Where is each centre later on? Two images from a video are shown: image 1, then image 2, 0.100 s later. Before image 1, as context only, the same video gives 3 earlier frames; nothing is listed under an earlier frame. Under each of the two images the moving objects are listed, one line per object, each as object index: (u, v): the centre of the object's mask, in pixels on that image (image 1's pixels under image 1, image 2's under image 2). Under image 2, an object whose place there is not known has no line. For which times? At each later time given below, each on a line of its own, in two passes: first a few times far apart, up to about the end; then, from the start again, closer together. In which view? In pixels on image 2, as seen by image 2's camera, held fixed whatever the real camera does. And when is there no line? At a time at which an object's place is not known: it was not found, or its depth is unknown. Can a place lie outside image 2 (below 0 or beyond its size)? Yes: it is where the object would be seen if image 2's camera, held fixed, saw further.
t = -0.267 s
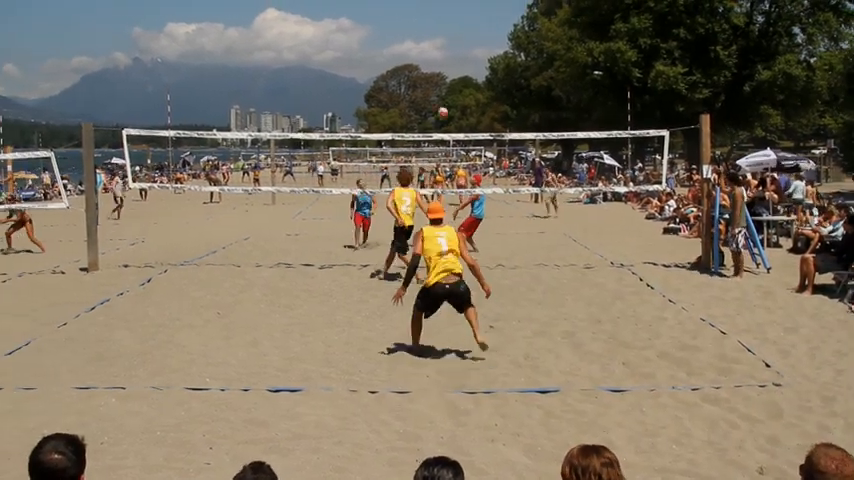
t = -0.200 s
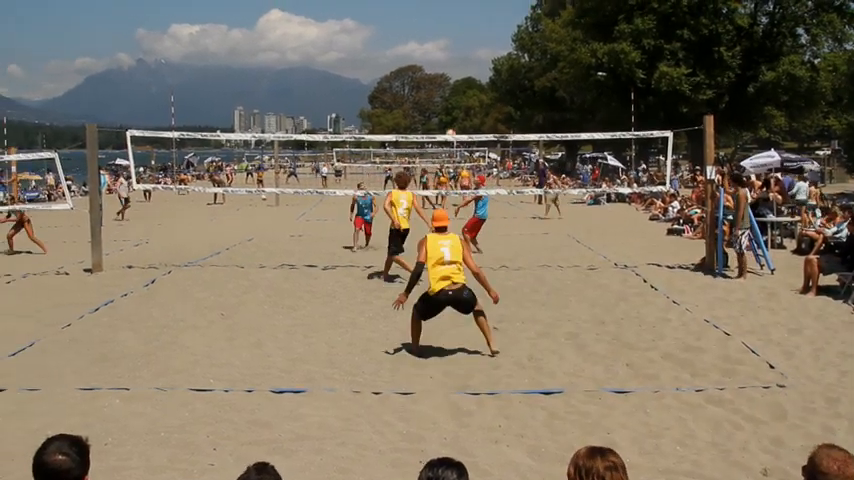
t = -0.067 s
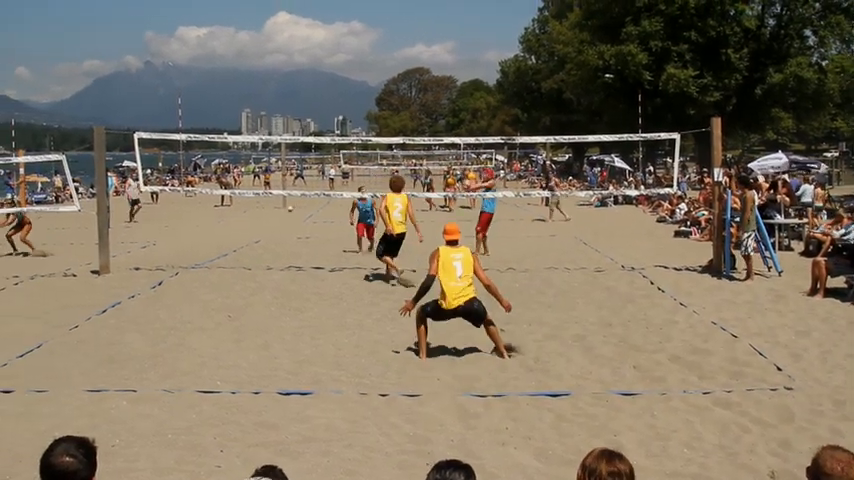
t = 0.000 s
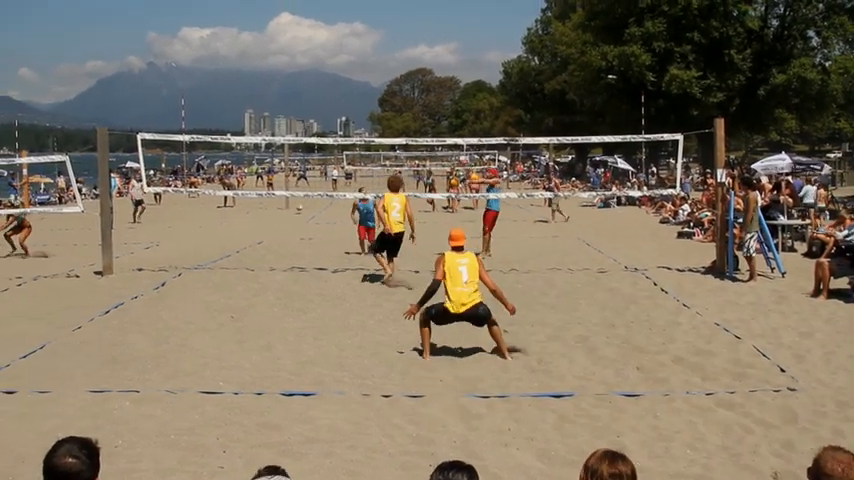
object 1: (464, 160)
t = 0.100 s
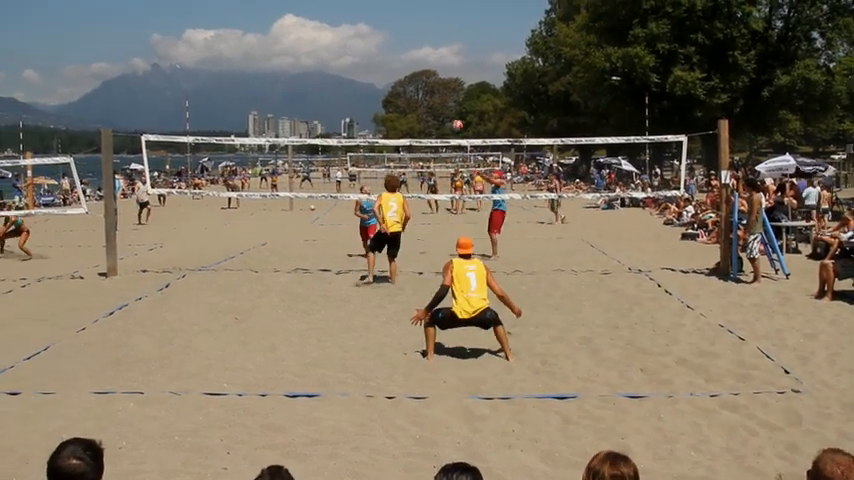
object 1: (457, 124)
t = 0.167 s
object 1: (451, 102)
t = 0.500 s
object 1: (422, 19)
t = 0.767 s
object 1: (402, -11)
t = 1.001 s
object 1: (389, -7)
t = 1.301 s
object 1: (377, 41)
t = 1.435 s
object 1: (374, 77)
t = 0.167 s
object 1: (451, 102)
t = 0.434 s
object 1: (427, 31)
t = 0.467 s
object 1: (425, 25)
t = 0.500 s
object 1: (422, 19)
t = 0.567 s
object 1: (417, 8)
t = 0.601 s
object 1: (414, 3)
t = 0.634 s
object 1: (412, -1)
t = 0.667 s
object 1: (409, -4)
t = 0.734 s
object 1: (405, -10)
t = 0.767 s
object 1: (402, -11)
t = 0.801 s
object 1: (400, -12)
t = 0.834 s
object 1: (398, -12)
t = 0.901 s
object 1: (394, -13)
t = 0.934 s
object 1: (392, -11)
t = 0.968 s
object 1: (391, -9)
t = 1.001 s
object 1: (389, -7)
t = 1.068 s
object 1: (385, -1)
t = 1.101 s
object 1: (384, 3)
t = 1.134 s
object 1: (383, 8)
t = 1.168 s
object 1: (381, 14)
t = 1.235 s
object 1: (379, 26)
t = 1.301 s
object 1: (377, 41)
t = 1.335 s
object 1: (376, 49)
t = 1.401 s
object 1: (374, 67)
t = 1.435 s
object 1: (374, 77)
